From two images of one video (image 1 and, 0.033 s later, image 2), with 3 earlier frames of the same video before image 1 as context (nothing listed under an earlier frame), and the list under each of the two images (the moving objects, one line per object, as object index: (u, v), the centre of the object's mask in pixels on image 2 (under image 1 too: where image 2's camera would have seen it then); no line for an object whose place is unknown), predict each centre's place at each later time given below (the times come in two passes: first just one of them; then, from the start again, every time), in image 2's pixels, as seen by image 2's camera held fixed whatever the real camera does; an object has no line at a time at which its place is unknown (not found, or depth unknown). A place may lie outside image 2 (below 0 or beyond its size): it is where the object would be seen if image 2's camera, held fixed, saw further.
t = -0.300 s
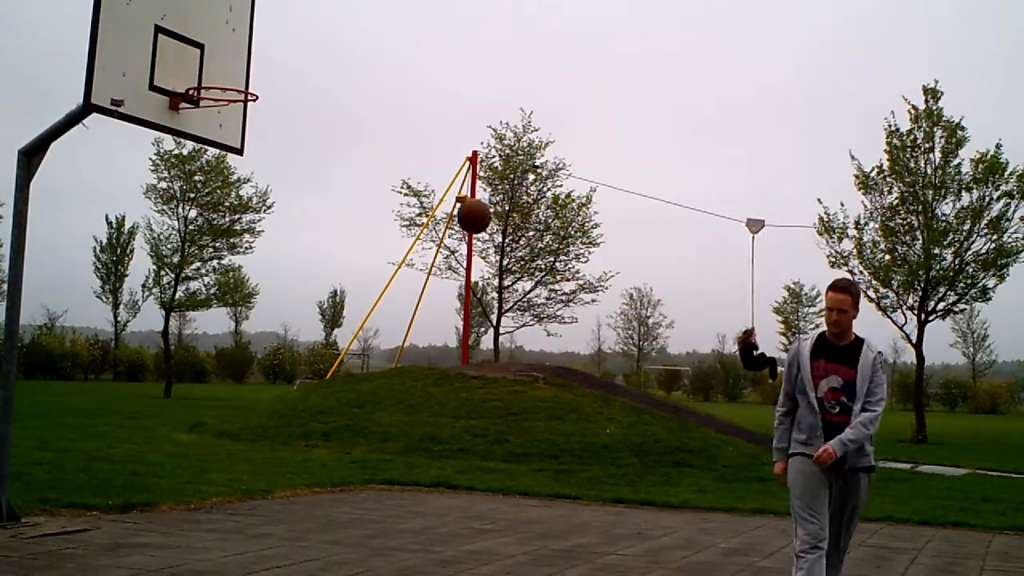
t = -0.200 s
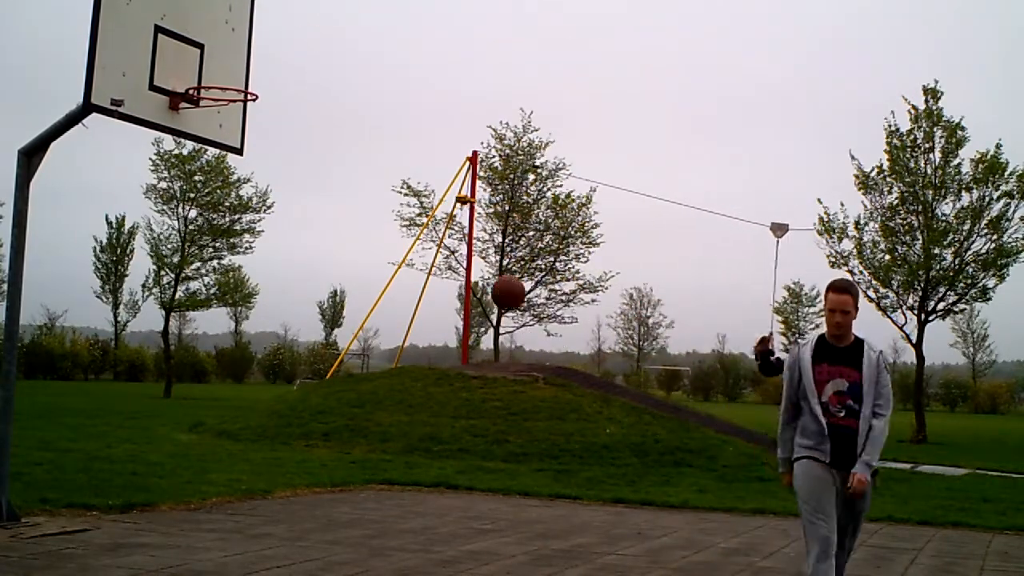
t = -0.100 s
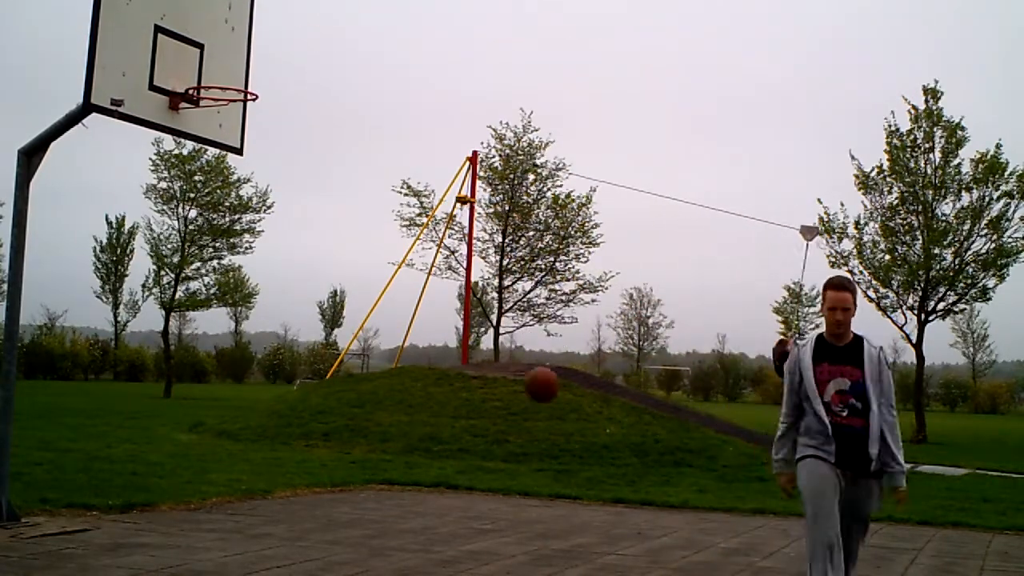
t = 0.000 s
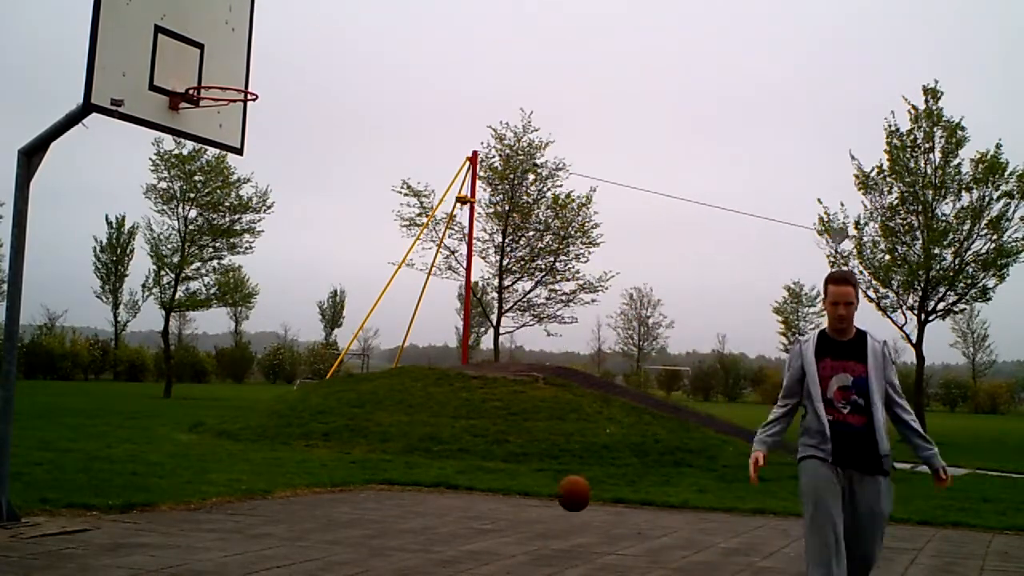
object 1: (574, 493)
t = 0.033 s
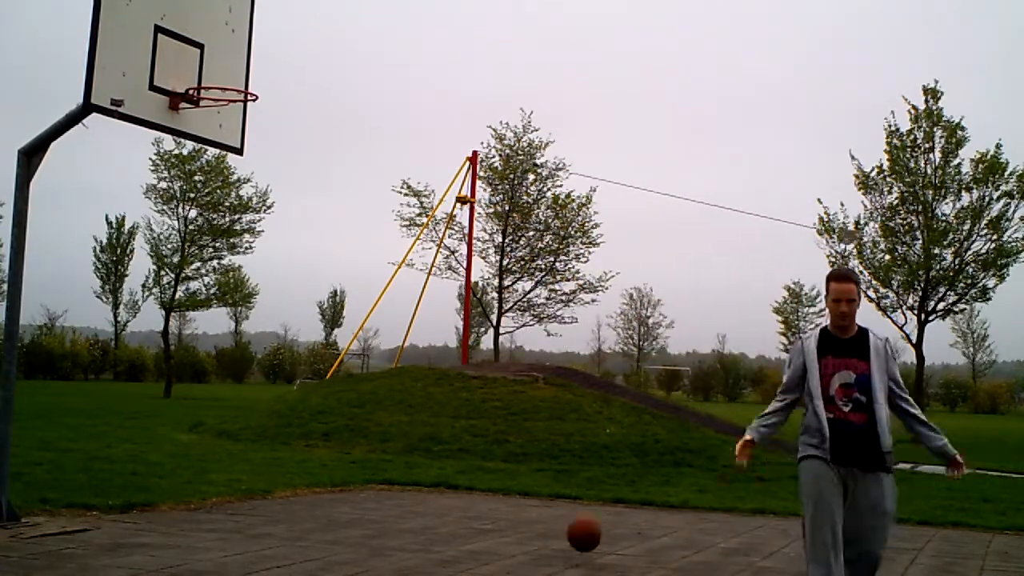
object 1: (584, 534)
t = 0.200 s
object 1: (642, 437)
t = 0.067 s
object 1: (595, 538)
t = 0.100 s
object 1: (607, 510)
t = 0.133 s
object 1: (619, 485)
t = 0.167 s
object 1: (631, 460)
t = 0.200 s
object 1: (642, 437)
